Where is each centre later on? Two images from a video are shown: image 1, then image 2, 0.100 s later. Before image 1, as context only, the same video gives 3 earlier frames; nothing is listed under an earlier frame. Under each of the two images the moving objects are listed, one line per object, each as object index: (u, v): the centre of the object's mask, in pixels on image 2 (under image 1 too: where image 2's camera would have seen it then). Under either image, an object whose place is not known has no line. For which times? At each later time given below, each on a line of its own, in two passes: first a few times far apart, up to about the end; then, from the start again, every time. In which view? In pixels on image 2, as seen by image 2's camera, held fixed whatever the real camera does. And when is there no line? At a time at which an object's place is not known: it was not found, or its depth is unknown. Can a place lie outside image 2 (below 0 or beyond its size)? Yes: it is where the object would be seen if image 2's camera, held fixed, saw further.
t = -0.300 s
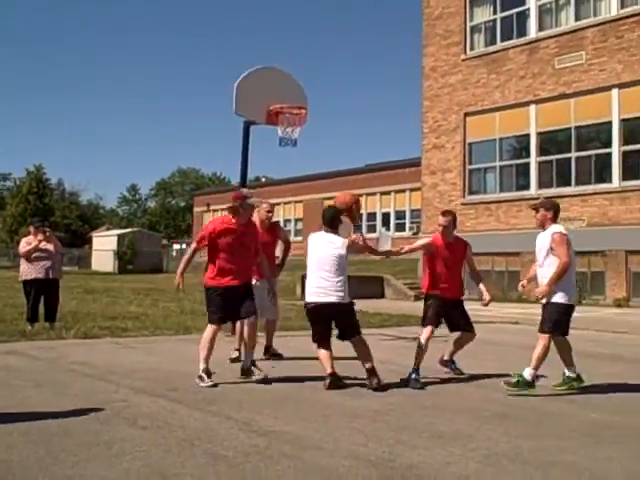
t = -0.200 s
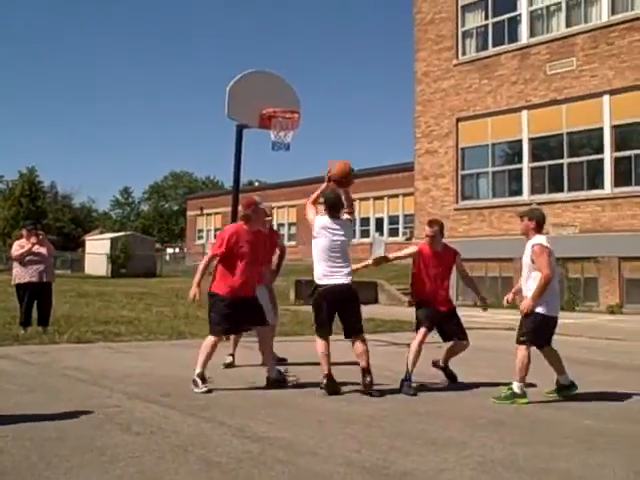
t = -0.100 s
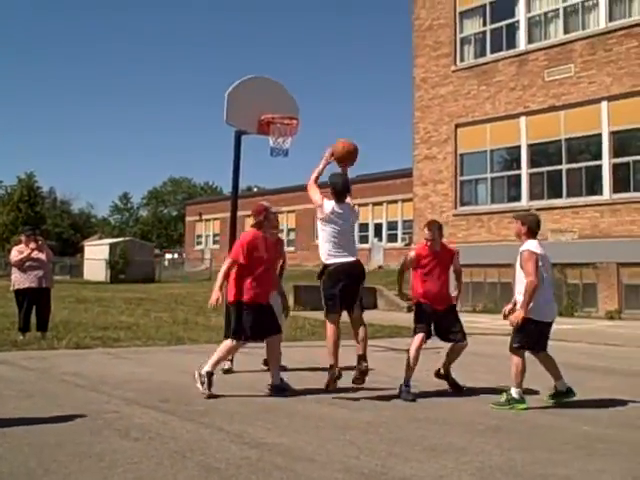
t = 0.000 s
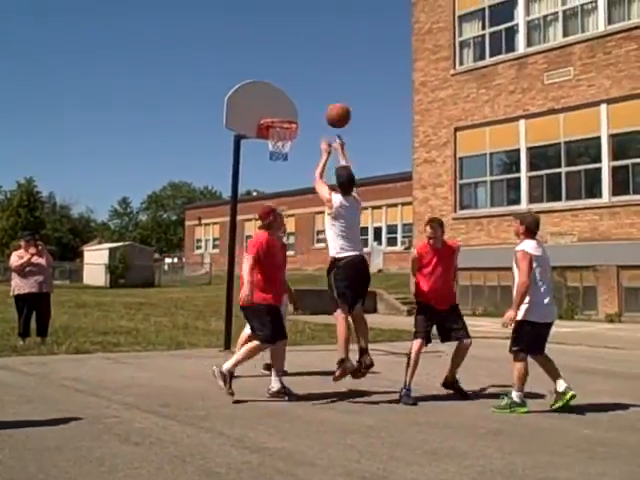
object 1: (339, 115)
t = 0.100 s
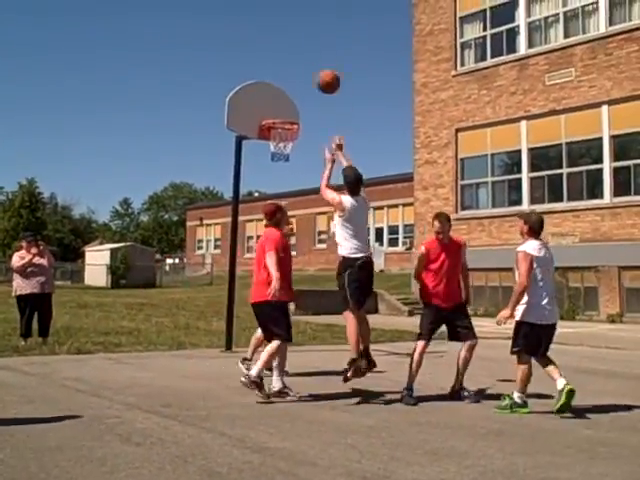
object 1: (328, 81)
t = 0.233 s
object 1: (314, 53)
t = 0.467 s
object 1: (293, 45)
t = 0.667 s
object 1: (277, 71)
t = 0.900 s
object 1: (267, 104)
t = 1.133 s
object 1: (282, 85)
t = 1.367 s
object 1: (299, 103)
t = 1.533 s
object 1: (312, 140)
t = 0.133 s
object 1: (324, 73)
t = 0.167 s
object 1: (321, 65)
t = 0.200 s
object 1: (317, 58)
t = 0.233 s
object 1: (314, 53)
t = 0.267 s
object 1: (311, 49)
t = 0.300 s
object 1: (308, 46)
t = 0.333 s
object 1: (305, 44)
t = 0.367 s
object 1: (302, 43)
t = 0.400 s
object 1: (299, 43)
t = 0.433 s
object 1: (296, 44)
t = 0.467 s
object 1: (293, 45)
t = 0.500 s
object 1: (290, 47)
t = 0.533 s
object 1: (288, 50)
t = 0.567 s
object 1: (286, 55)
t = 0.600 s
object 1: (282, 60)
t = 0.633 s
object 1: (280, 65)
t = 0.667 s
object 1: (277, 71)
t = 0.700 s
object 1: (274, 79)
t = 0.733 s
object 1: (272, 87)
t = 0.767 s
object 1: (269, 95)
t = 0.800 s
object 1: (267, 103)
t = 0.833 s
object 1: (264, 112)
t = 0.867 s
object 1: (265, 109)
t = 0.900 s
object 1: (267, 104)
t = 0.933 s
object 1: (268, 99)
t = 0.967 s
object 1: (270, 95)
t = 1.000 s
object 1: (272, 92)
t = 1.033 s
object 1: (273, 89)
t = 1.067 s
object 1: (276, 87)
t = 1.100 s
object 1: (279, 85)
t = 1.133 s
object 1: (282, 85)
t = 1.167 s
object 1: (284, 85)
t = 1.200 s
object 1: (287, 85)
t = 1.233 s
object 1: (289, 87)
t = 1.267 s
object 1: (292, 90)
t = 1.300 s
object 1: (294, 94)
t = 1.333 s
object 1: (296, 98)
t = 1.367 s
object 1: (299, 103)
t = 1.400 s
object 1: (303, 109)
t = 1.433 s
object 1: (305, 116)
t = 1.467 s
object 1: (307, 123)
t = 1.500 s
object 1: (310, 131)
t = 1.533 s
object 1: (312, 140)
